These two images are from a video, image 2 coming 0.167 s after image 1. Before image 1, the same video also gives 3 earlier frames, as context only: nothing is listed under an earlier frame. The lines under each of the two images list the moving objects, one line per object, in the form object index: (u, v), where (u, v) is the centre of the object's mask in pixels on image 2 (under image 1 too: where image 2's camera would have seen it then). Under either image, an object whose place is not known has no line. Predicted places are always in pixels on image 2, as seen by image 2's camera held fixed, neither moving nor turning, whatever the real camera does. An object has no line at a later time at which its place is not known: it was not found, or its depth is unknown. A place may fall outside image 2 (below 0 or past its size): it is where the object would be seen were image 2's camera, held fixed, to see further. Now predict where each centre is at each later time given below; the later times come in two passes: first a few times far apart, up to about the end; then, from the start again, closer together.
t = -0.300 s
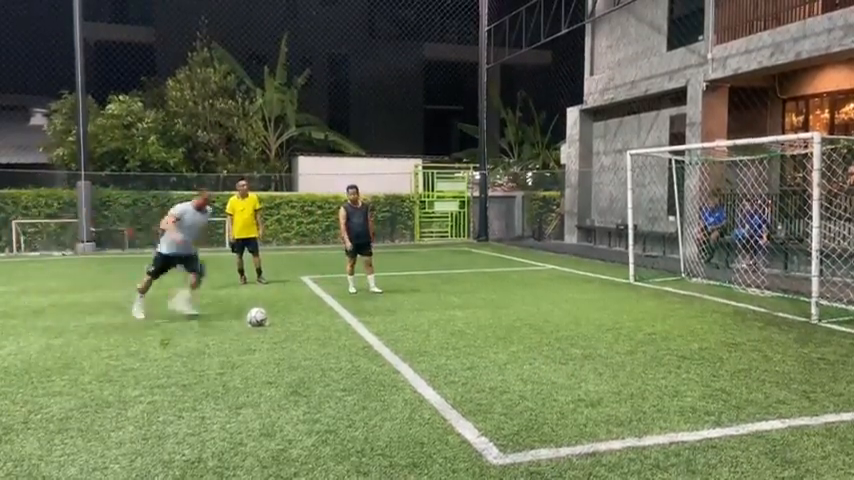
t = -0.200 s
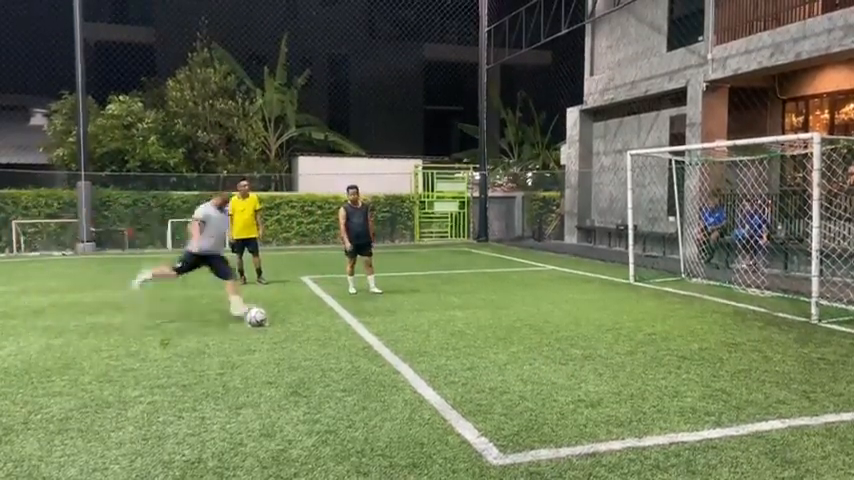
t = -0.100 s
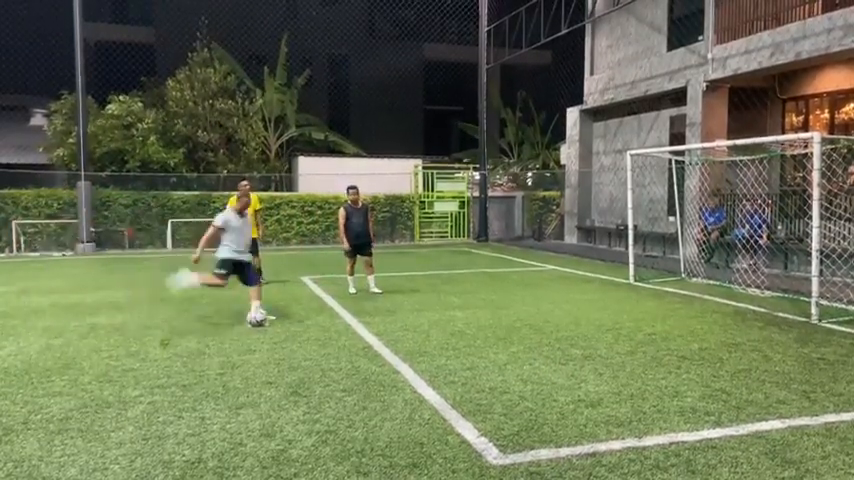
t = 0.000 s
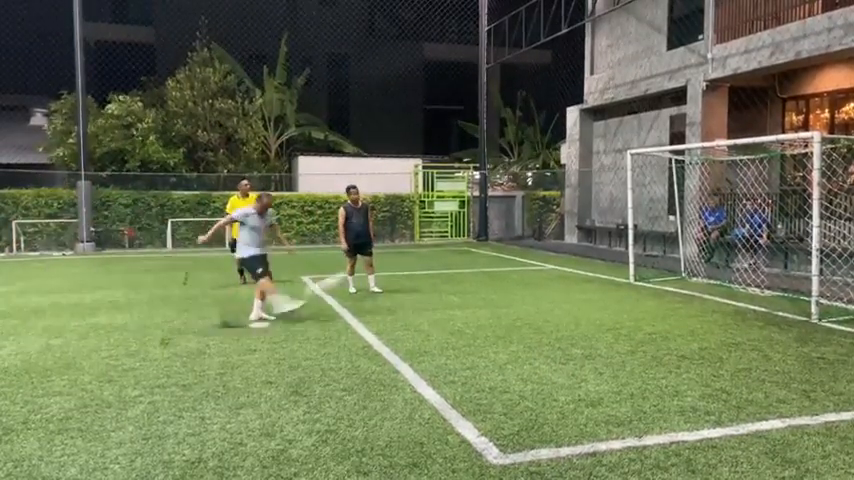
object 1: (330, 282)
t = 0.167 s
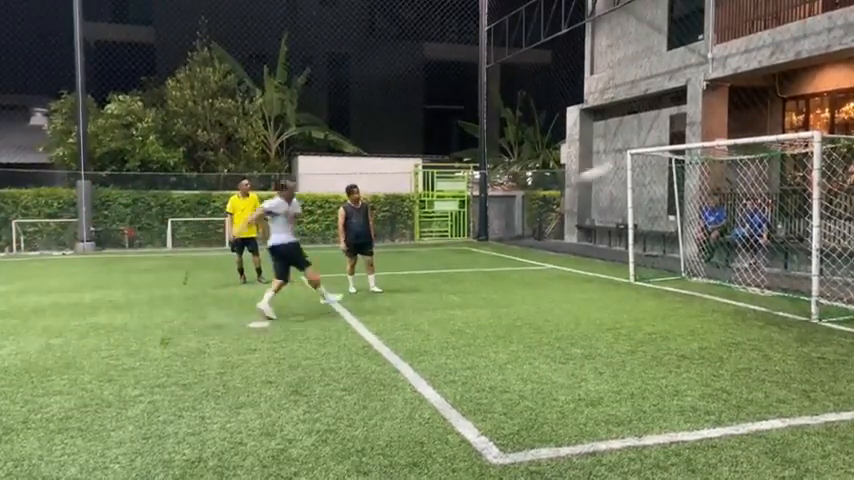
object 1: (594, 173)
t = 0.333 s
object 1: (796, 100)
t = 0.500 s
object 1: (806, 73)
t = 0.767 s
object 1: (780, 57)
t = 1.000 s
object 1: (752, 91)
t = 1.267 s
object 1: (715, 181)
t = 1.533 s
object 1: (681, 292)
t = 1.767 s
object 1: (680, 218)
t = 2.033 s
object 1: (680, 188)
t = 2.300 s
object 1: (676, 215)
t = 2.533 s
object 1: (670, 284)
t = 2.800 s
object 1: (665, 262)
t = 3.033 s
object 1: (659, 255)
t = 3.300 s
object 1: (649, 301)
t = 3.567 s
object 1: (648, 282)
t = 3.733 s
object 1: (645, 291)
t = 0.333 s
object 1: (796, 100)
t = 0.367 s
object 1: (809, 97)
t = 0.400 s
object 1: (812, 91)
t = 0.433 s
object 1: (811, 84)
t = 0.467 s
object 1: (808, 79)
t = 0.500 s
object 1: (806, 73)
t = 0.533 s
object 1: (803, 69)
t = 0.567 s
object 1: (800, 65)
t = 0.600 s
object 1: (798, 62)
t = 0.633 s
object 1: (792, 60)
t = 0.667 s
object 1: (788, 58)
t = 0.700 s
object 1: (785, 58)
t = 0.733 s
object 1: (784, 58)
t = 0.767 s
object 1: (780, 57)
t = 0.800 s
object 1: (774, 60)
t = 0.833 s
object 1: (770, 62)
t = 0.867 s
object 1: (769, 67)
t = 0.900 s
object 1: (765, 70)
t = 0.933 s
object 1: (761, 77)
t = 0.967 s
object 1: (757, 83)
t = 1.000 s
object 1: (752, 91)
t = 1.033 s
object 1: (748, 98)
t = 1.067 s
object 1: (743, 107)
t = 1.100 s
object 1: (739, 117)
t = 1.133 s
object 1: (735, 128)
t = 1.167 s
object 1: (730, 138)
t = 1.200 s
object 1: (724, 148)
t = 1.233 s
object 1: (720, 166)
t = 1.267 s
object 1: (715, 181)
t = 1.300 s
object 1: (710, 197)
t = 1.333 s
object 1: (705, 214)
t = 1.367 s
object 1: (701, 231)
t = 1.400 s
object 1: (695, 249)
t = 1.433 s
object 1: (690, 268)
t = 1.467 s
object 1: (684, 290)
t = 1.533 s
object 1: (681, 292)
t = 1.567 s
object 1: (681, 279)
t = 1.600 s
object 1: (680, 266)
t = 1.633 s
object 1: (680, 254)
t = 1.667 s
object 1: (681, 245)
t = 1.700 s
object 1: (681, 234)
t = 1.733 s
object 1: (681, 226)
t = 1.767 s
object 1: (680, 218)
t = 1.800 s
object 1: (681, 212)
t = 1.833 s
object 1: (681, 206)
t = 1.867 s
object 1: (680, 200)
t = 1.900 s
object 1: (681, 196)
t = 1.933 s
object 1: (681, 193)
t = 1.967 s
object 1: (681, 191)
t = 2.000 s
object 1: (680, 189)
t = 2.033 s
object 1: (680, 188)
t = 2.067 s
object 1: (679, 188)
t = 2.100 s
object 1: (679, 189)
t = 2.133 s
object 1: (678, 192)
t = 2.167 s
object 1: (678, 195)
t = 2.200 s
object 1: (677, 198)
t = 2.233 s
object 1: (677, 203)
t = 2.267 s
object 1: (676, 208)
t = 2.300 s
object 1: (676, 215)
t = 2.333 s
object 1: (674, 222)
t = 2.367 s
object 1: (674, 231)
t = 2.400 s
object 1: (673, 239)
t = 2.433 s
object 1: (672, 249)
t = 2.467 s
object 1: (671, 261)
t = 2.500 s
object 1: (671, 271)
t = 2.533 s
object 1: (670, 284)
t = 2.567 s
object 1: (669, 297)
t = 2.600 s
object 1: (669, 303)
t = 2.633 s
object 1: (668, 294)
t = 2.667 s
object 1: (668, 285)
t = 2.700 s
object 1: (666, 278)
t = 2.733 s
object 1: (666, 271)
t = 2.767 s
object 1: (665, 266)
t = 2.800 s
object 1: (665, 262)
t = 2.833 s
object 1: (663, 258)
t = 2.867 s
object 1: (662, 255)
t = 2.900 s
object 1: (662, 254)
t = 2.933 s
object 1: (661, 253)
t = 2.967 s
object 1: (660, 253)
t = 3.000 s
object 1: (660, 254)
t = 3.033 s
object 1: (659, 255)
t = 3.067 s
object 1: (657, 258)
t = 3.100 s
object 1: (656, 261)
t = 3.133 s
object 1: (655, 265)
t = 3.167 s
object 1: (654, 271)
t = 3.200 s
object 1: (653, 277)
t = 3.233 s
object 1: (652, 284)
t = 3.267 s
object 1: (650, 292)
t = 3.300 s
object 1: (649, 301)
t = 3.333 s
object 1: (649, 305)
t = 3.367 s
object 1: (649, 300)
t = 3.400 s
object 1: (649, 295)
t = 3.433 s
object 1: (648, 290)
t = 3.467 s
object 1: (648, 287)
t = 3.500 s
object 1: (648, 284)
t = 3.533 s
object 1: (648, 283)
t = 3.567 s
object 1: (648, 282)
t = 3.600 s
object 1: (647, 283)
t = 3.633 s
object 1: (646, 283)
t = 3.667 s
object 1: (646, 285)
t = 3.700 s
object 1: (645, 288)
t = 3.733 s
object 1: (645, 291)
